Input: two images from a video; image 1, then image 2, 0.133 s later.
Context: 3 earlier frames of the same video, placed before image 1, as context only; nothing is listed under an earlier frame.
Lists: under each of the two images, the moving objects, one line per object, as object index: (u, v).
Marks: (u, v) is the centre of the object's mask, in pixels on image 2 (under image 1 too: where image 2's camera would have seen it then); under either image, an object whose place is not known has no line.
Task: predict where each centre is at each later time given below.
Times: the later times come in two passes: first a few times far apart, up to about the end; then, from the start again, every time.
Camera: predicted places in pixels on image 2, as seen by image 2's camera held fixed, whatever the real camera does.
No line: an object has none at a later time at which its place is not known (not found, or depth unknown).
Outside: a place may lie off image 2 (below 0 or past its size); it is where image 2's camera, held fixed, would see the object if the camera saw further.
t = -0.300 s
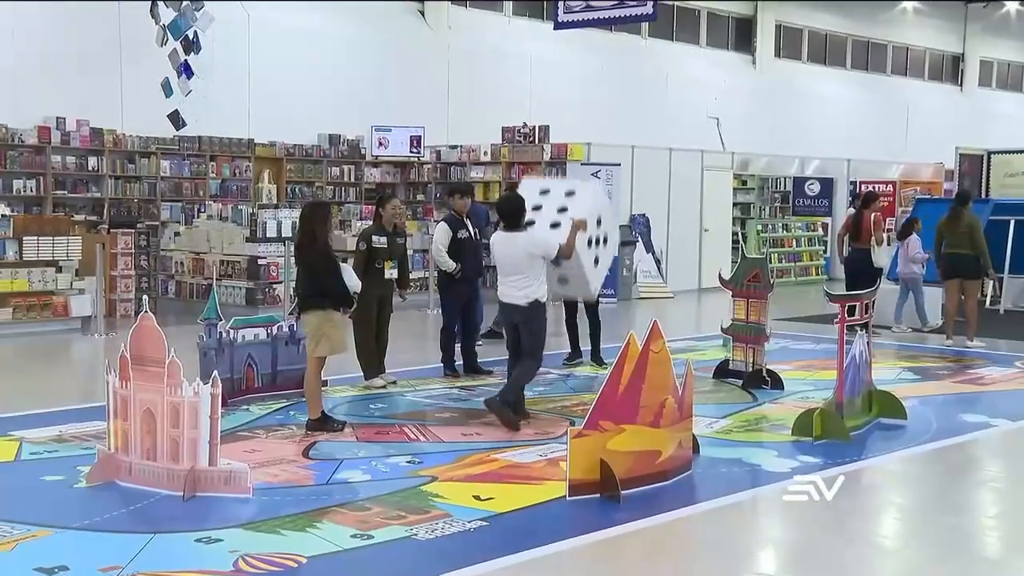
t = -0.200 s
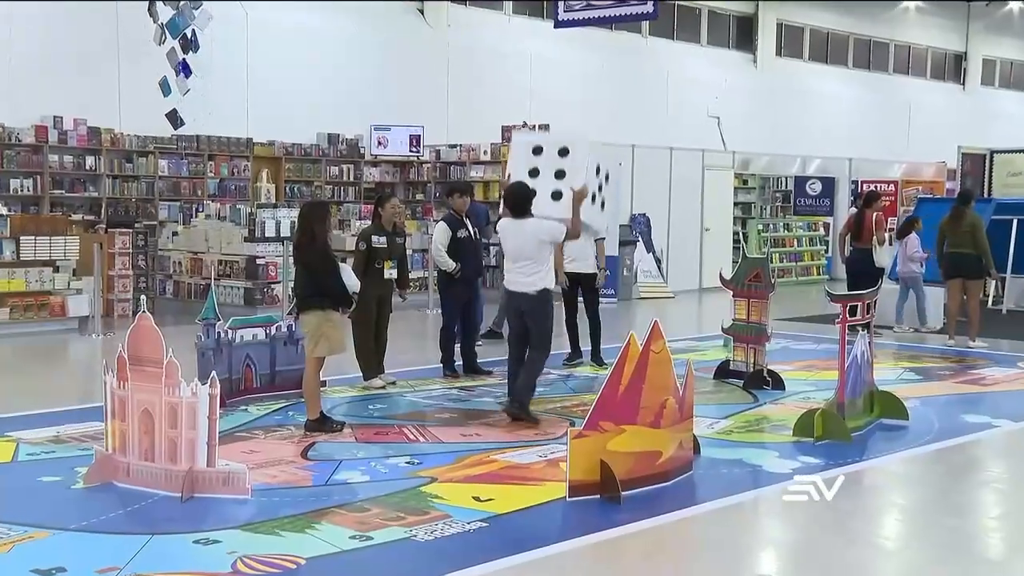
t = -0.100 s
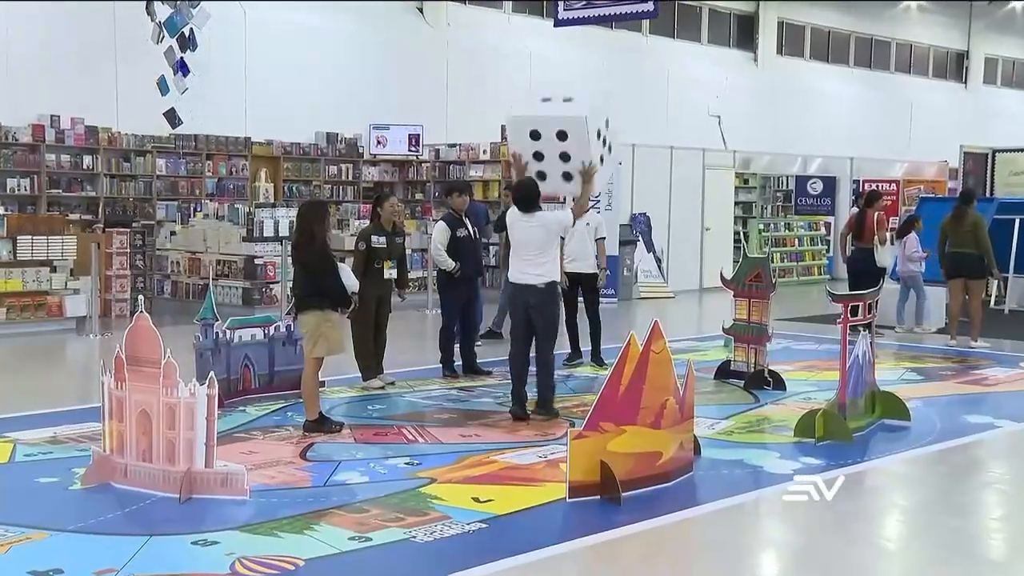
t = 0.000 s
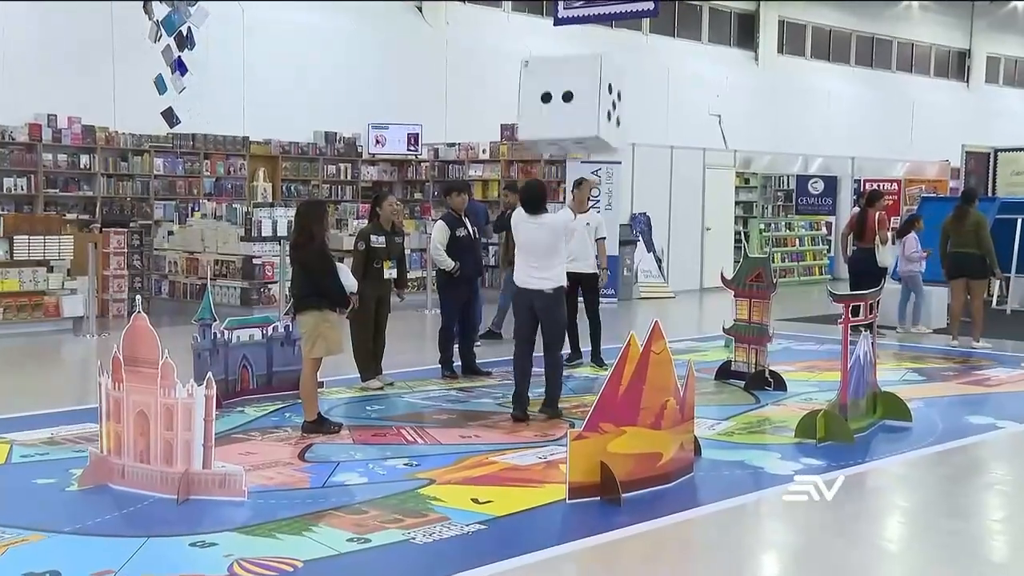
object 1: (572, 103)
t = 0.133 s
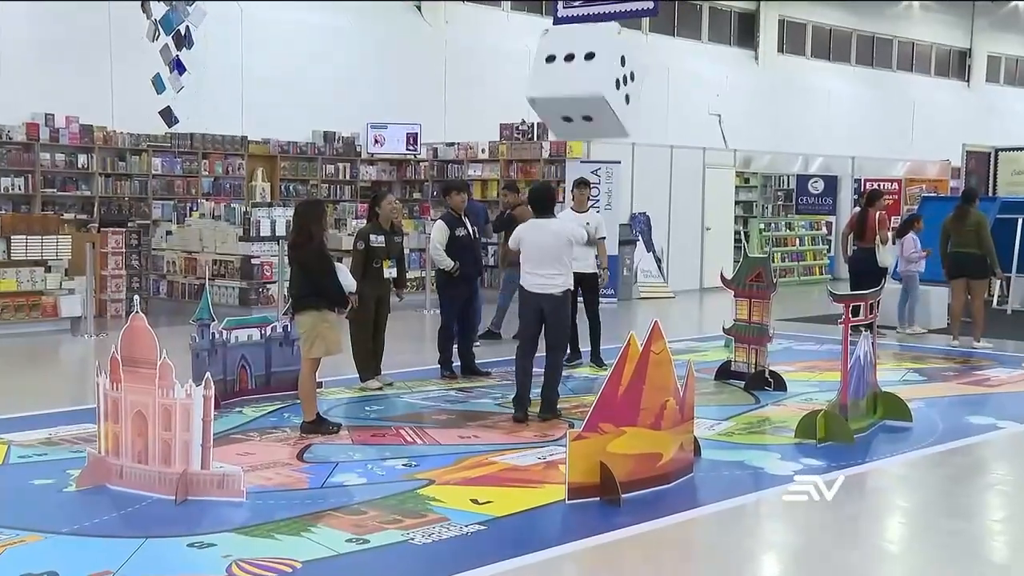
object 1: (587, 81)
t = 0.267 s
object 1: (599, 82)
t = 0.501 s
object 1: (617, 118)
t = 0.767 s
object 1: (634, 229)
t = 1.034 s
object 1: (644, 323)
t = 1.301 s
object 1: (629, 311)
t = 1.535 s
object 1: (611, 317)
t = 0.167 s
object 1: (590, 78)
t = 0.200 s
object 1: (592, 81)
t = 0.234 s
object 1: (596, 82)
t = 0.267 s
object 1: (599, 82)
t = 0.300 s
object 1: (601, 83)
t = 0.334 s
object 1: (603, 85)
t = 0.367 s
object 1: (606, 89)
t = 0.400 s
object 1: (608, 98)
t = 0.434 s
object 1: (612, 105)
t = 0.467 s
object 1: (615, 111)
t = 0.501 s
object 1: (617, 118)
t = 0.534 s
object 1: (619, 126)
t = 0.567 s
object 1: (620, 140)
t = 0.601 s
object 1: (622, 164)
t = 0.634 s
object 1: (626, 171)
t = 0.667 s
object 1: (629, 182)
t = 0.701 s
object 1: (631, 193)
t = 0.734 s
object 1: (633, 210)
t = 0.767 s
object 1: (634, 229)
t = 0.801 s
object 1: (637, 246)
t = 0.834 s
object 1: (639, 262)
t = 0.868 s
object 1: (641, 279)
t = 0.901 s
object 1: (644, 293)
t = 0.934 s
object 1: (643, 312)
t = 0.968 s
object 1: (646, 327)
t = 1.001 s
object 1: (647, 328)
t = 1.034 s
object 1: (644, 323)
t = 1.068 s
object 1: (643, 319)
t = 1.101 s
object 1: (642, 316)
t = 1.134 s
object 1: (640, 313)
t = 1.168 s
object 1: (638, 313)
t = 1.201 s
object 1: (635, 311)
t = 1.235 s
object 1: (633, 311)
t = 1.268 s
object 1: (631, 310)
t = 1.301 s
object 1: (629, 311)
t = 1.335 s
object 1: (626, 311)
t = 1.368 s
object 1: (623, 312)
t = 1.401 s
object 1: (620, 313)
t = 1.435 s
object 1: (618, 315)
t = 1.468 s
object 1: (616, 316)
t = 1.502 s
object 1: (613, 316)
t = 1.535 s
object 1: (611, 317)
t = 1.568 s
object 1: (610, 319)
